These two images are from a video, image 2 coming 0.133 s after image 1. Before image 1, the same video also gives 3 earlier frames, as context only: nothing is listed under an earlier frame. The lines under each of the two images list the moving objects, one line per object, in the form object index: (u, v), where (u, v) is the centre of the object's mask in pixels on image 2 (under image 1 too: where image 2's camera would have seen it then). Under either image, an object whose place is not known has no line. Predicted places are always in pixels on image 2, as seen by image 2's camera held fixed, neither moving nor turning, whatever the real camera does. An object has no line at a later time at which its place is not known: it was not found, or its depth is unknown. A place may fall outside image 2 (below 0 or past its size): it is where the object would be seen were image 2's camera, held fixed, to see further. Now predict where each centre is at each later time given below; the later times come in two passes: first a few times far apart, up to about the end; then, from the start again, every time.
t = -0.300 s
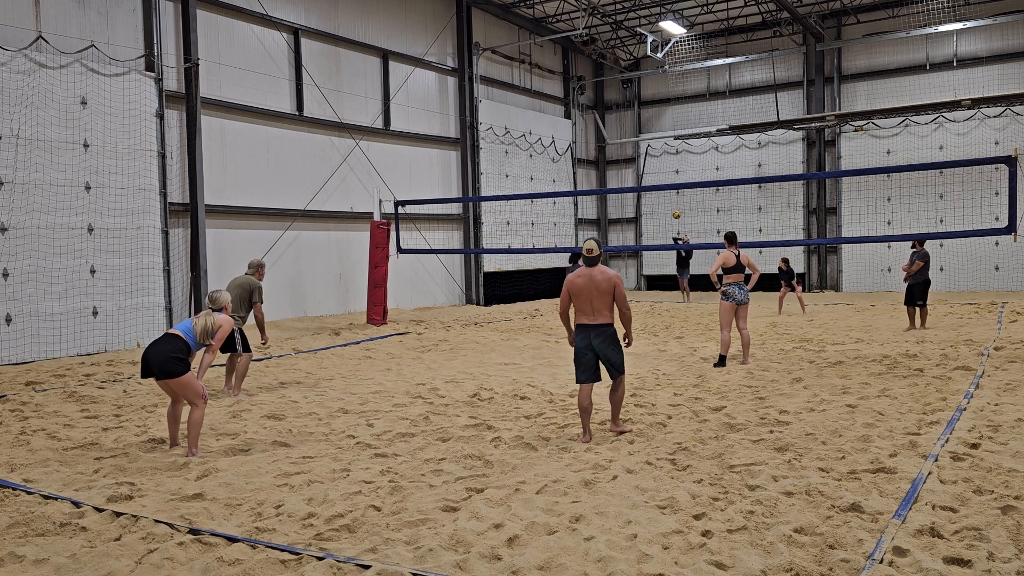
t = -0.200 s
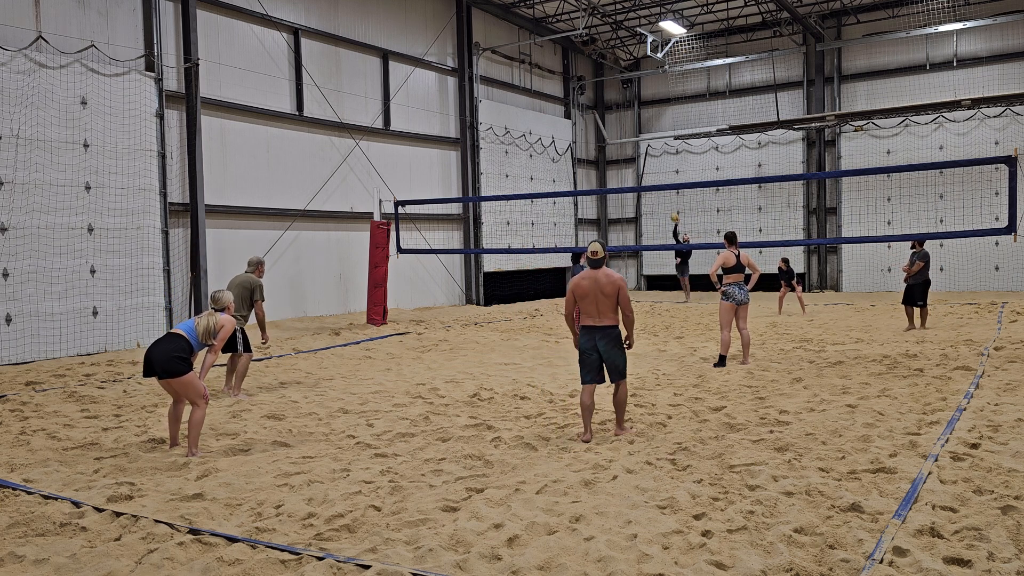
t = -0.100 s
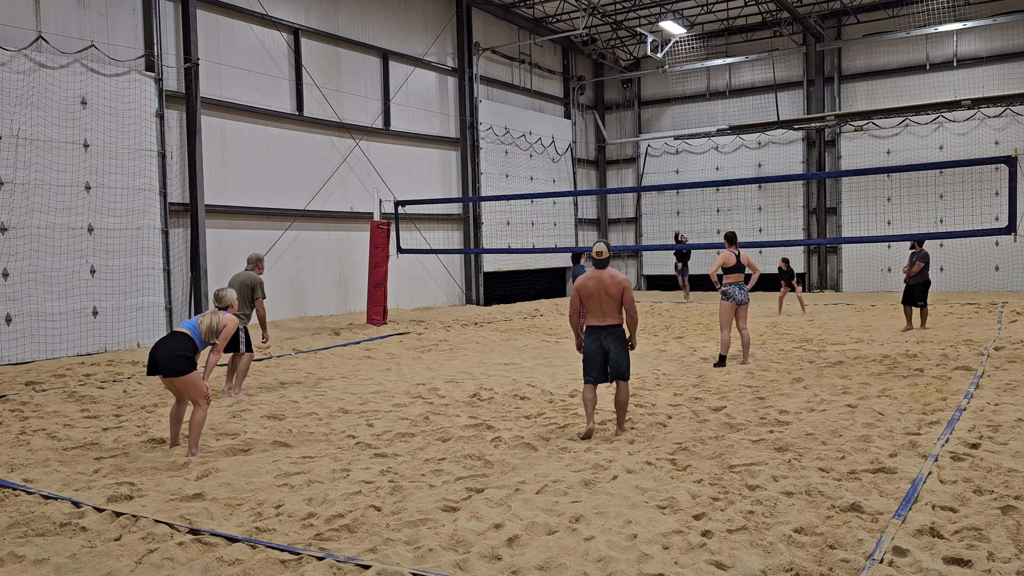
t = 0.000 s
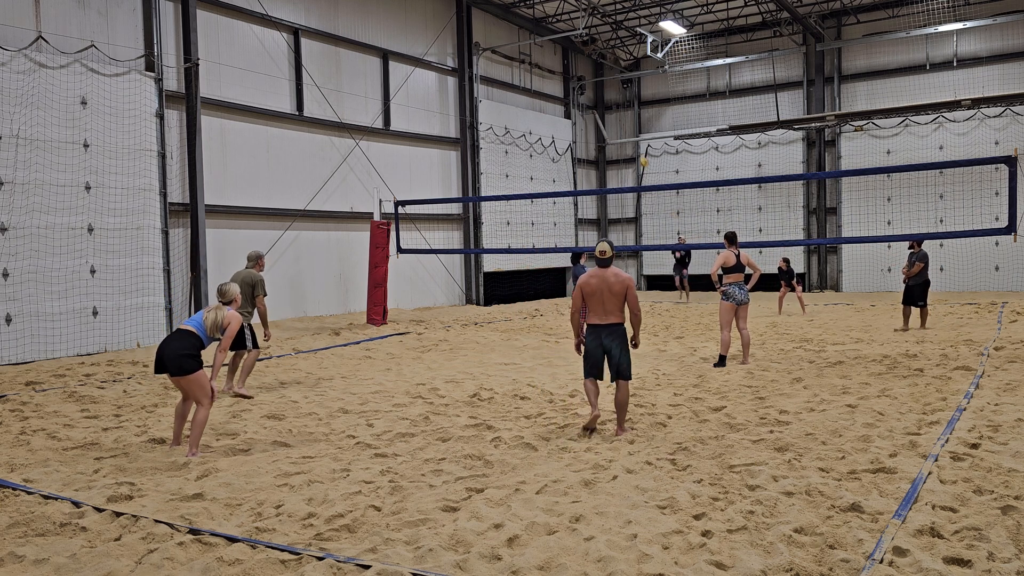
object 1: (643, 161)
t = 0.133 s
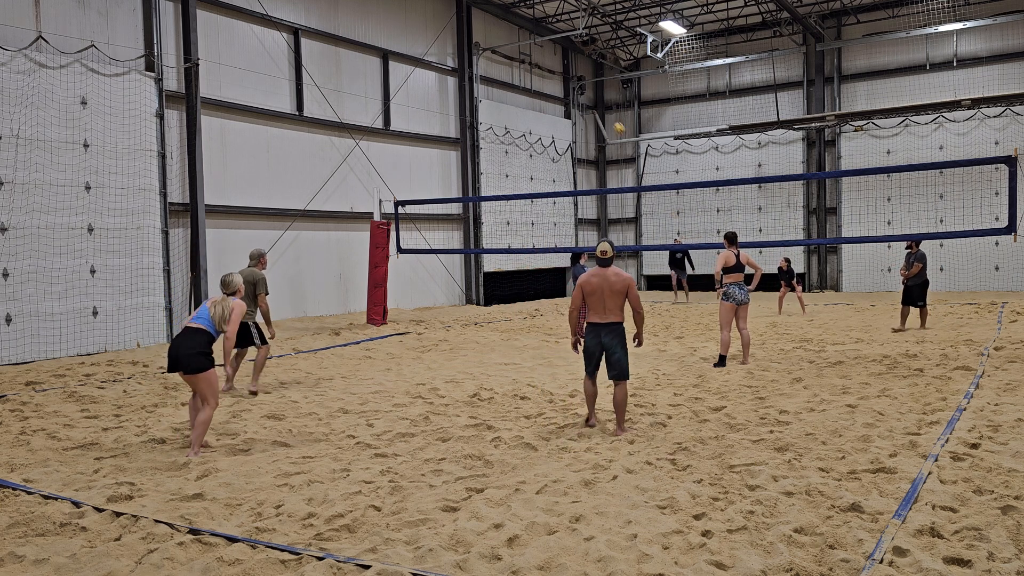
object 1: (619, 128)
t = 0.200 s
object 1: (604, 113)
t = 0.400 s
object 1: (555, 78)
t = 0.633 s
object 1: (484, 62)
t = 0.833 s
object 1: (412, 74)
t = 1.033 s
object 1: (326, 115)
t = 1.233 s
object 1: (217, 199)
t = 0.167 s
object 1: (612, 120)
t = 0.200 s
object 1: (604, 113)
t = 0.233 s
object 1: (597, 106)
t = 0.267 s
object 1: (590, 100)
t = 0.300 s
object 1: (581, 93)
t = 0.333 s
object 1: (572, 88)
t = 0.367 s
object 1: (564, 82)
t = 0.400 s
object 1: (555, 78)
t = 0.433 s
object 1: (545, 74)
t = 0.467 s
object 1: (536, 71)
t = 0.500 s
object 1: (526, 69)
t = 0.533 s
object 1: (516, 66)
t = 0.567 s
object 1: (505, 64)
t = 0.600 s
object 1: (494, 63)
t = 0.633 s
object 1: (484, 62)
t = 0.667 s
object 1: (472, 62)
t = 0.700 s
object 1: (460, 63)
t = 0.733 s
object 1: (449, 65)
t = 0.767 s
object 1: (436, 67)
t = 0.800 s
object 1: (425, 70)
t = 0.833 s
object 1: (412, 74)
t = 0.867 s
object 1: (399, 78)
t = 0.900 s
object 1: (385, 84)
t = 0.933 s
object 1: (371, 91)
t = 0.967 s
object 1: (357, 98)
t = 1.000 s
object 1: (342, 106)
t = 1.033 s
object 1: (326, 115)
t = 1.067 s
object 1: (310, 125)
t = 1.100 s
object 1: (293, 137)
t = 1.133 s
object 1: (275, 151)
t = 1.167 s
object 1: (257, 166)
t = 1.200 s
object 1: (238, 181)
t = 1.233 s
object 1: (217, 199)
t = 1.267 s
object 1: (196, 218)
